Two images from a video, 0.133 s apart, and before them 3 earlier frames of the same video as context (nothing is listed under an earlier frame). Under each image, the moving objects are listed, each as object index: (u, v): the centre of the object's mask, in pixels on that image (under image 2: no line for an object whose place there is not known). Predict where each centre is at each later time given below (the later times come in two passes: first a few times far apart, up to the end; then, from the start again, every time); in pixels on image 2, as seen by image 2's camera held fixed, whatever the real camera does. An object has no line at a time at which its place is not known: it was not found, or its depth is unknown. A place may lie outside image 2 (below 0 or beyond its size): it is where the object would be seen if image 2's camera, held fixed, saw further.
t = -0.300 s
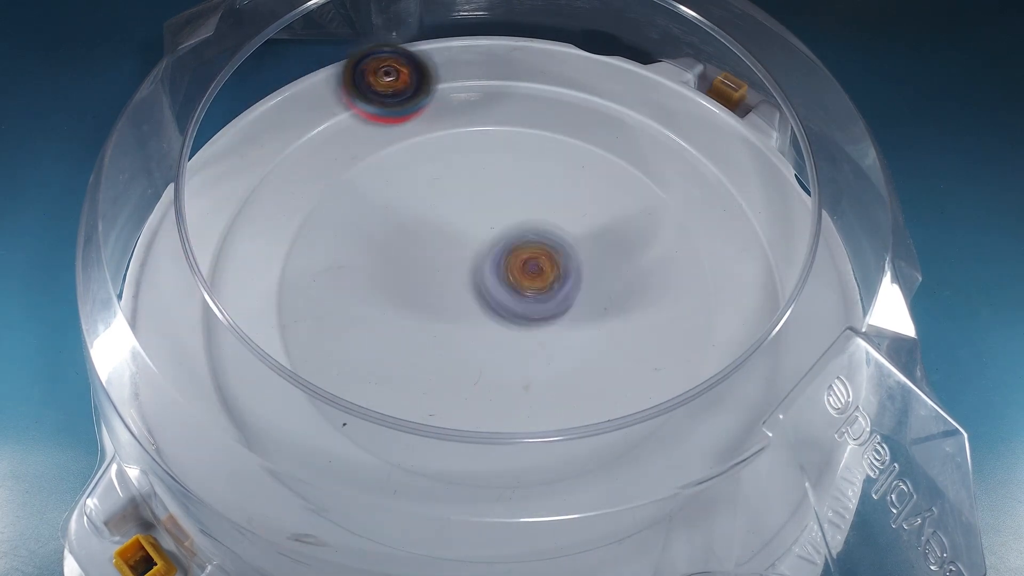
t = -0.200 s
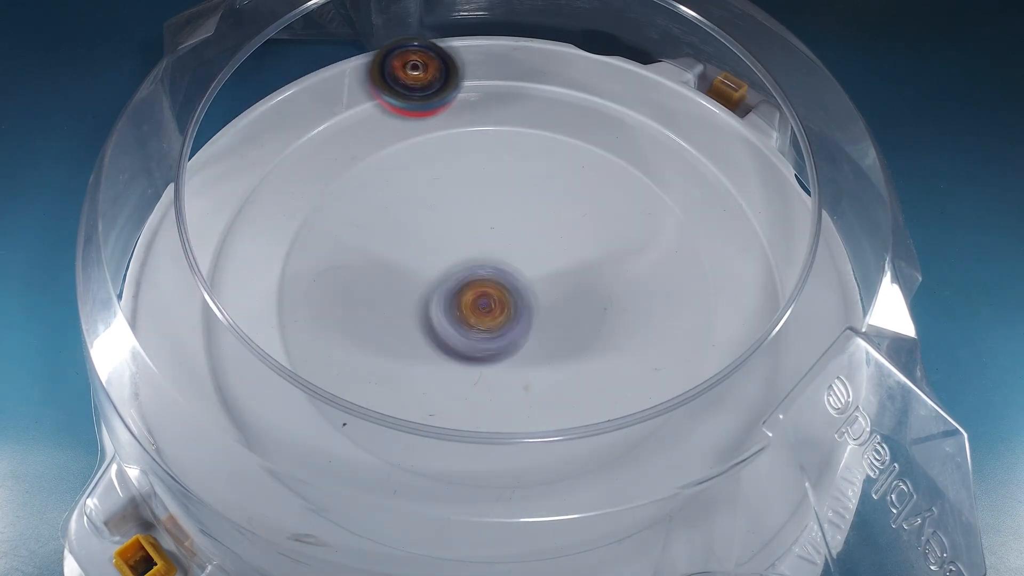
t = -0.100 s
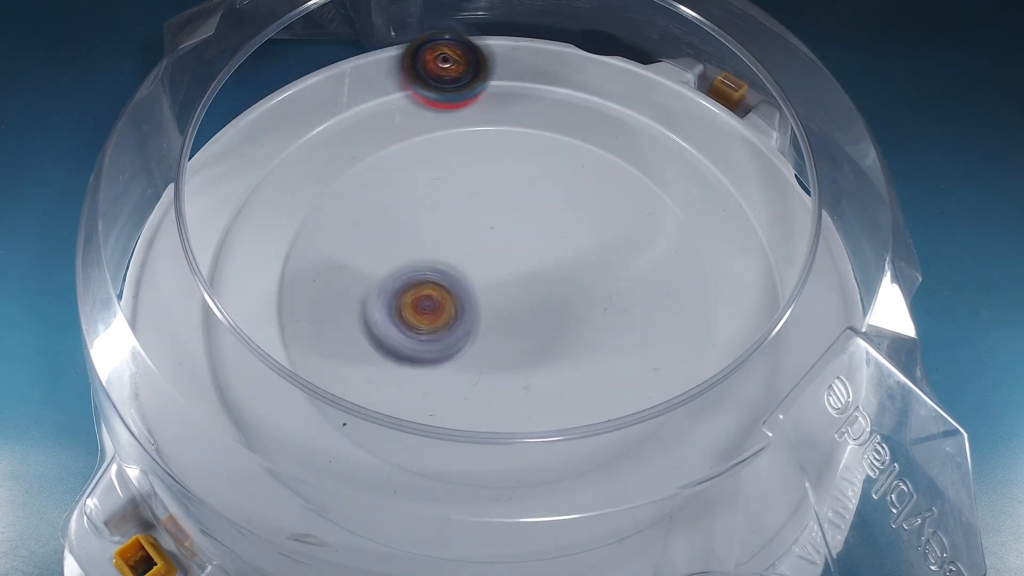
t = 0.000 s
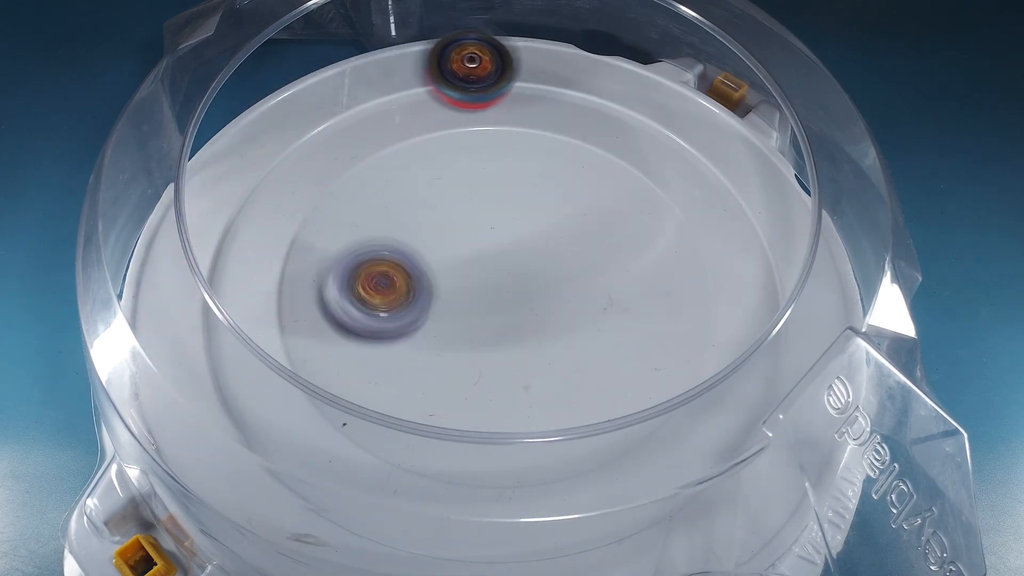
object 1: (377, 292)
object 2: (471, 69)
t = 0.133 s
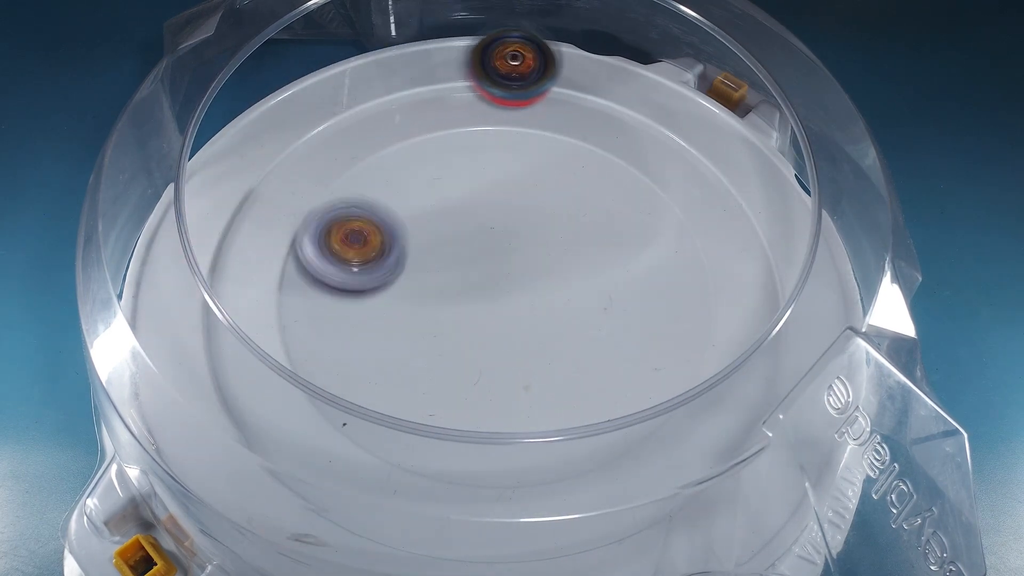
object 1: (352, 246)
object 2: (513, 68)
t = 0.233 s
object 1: (376, 225)
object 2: (537, 71)
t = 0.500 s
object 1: (522, 273)
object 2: (607, 89)
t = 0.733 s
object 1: (513, 364)
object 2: (648, 117)
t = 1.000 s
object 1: (422, 321)
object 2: (630, 168)
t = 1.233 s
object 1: (412, 306)
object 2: (540, 159)
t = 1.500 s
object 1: (385, 316)
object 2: (495, 183)
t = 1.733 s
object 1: (329, 379)
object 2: (531, 186)
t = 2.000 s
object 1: (406, 351)
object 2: (542, 268)
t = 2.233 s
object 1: (474, 345)
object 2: (631, 252)
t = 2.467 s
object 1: (542, 312)
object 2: (603, 219)
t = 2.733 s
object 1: (342, 460)
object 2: (570, 73)
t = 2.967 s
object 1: (302, 463)
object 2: (549, 70)
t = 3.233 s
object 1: (326, 399)
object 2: (558, 83)
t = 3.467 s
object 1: (363, 289)
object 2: (543, 120)
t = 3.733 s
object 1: (366, 308)
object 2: (519, 166)
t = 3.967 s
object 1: (378, 328)
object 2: (502, 229)
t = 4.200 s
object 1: (373, 345)
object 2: (558, 258)
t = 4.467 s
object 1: (419, 340)
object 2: (551, 247)
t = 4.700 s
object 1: (468, 323)
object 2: (530, 242)
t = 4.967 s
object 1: (452, 341)
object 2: (510, 194)
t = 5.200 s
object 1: (474, 363)
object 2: (492, 175)
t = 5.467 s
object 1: (494, 359)
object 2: (484, 184)
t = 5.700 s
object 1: (509, 318)
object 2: (483, 227)
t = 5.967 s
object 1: (507, 340)
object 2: (450, 210)
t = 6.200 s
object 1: (490, 334)
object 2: (454, 234)
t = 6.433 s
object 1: (488, 344)
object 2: (466, 232)
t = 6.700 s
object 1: (485, 336)
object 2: (496, 214)
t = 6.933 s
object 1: (456, 321)
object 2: (527, 234)
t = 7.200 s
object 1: (424, 298)
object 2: (538, 269)
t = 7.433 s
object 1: (406, 285)
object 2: (531, 292)
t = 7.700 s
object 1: (392, 271)
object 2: (514, 293)
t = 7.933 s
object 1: (399, 266)
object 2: (526, 279)
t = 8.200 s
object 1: (413, 248)
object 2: (534, 278)
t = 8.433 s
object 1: (420, 221)
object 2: (533, 285)
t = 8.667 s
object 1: (447, 212)
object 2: (507, 311)
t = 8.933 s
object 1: (463, 220)
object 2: (505, 317)
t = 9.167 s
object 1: (470, 228)
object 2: (498, 310)
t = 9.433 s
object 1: (470, 227)
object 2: (496, 310)
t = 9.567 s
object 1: (471, 227)
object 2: (496, 310)
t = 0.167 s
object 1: (355, 238)
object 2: (521, 69)
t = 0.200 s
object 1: (365, 229)
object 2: (528, 70)
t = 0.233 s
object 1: (376, 225)
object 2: (537, 71)
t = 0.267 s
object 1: (394, 223)
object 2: (547, 71)
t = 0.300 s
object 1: (410, 221)
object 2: (555, 74)
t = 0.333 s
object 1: (431, 224)
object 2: (563, 77)
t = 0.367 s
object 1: (451, 228)
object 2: (571, 79)
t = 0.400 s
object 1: (473, 237)
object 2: (580, 81)
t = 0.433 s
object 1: (492, 246)
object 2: (590, 83)
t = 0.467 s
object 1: (510, 259)
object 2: (599, 86)
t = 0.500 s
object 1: (522, 273)
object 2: (607, 89)
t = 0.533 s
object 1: (533, 288)
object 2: (616, 93)
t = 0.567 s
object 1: (537, 304)
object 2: (624, 96)
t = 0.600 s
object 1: (539, 319)
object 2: (630, 100)
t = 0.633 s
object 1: (537, 333)
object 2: (636, 104)
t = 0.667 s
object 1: (532, 345)
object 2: (641, 108)
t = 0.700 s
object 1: (522, 356)
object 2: (644, 113)
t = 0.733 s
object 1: (513, 364)
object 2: (648, 117)
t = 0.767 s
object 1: (498, 372)
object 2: (651, 123)
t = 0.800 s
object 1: (485, 375)
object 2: (654, 128)
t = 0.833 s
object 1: (469, 375)
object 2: (654, 135)
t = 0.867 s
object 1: (453, 371)
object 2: (655, 141)
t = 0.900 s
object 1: (440, 363)
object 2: (654, 147)
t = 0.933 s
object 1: (430, 352)
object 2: (652, 154)
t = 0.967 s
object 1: (424, 337)
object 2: (645, 161)
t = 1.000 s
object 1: (422, 321)
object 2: (630, 168)
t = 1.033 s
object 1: (425, 303)
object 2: (610, 176)
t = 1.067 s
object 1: (432, 288)
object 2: (585, 182)
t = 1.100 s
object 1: (444, 274)
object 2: (560, 188)
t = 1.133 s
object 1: (454, 263)
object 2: (535, 197)
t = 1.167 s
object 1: (438, 279)
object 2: (539, 178)
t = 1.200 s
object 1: (421, 295)
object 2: (542, 165)
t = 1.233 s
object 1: (412, 306)
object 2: (540, 159)
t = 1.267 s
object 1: (407, 312)
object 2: (532, 156)
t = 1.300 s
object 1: (405, 313)
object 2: (520, 155)
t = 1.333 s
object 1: (406, 310)
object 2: (505, 157)
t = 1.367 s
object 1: (407, 304)
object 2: (492, 165)
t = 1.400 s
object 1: (409, 295)
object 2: (481, 177)
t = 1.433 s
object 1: (414, 285)
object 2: (474, 192)
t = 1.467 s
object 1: (410, 290)
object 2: (478, 195)
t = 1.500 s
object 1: (385, 316)
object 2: (495, 183)
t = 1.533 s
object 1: (369, 341)
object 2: (507, 177)
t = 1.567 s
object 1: (358, 355)
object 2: (515, 176)
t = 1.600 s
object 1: (347, 370)
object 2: (520, 175)
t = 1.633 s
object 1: (339, 376)
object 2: (524, 176)
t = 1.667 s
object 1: (333, 380)
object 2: (528, 177)
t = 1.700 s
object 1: (329, 382)
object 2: (530, 180)
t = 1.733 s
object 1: (329, 379)
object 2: (531, 186)
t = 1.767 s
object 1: (332, 375)
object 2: (531, 195)
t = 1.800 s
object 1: (337, 370)
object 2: (532, 203)
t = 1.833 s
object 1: (347, 360)
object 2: (532, 214)
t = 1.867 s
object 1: (354, 359)
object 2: (533, 224)
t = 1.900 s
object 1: (363, 358)
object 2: (534, 236)
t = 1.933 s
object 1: (375, 355)
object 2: (536, 247)
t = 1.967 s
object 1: (390, 353)
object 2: (538, 258)
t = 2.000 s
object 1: (406, 351)
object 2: (542, 268)
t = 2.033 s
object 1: (422, 348)
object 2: (547, 278)
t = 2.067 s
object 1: (440, 345)
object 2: (552, 287)
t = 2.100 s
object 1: (456, 342)
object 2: (560, 293)
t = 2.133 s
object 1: (456, 345)
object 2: (582, 285)
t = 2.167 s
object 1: (459, 347)
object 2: (605, 273)
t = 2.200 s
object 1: (465, 347)
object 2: (622, 262)
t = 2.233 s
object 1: (474, 345)
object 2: (631, 252)
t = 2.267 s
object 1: (484, 342)
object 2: (638, 245)
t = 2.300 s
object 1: (494, 337)
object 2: (640, 237)
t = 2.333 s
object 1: (505, 332)
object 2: (638, 231)
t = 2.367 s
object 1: (515, 327)
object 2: (632, 225)
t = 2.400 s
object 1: (524, 321)
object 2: (624, 222)
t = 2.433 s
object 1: (533, 317)
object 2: (615, 220)
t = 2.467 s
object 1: (542, 312)
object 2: (603, 219)
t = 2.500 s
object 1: (546, 319)
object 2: (590, 216)
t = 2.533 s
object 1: (496, 386)
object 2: (596, 148)
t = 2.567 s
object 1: (465, 414)
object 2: (592, 122)
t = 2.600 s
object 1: (430, 439)
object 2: (585, 103)
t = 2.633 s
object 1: (399, 445)
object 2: (578, 91)
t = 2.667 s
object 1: (375, 449)
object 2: (577, 79)
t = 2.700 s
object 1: (354, 456)
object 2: (575, 72)
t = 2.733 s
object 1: (342, 460)
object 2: (570, 73)
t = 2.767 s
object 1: (332, 468)
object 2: (559, 77)
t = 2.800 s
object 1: (327, 471)
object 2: (551, 79)
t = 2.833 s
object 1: (323, 475)
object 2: (545, 78)
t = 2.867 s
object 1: (319, 479)
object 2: (543, 77)
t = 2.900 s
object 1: (313, 477)
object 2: (545, 73)
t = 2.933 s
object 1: (305, 469)
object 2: (549, 68)
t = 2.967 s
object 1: (302, 463)
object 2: (549, 70)
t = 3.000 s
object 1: (301, 458)
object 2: (548, 73)
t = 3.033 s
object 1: (301, 454)
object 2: (550, 73)
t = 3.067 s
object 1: (302, 449)
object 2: (552, 73)
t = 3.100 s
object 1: (307, 436)
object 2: (553, 74)
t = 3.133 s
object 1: (310, 428)
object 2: (554, 76)
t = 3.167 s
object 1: (314, 418)
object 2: (556, 78)
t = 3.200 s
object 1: (320, 409)
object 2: (557, 81)
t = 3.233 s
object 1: (326, 399)
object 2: (558, 83)
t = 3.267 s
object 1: (326, 388)
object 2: (558, 86)
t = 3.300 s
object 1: (331, 373)
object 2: (558, 89)
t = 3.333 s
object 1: (340, 350)
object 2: (557, 93)
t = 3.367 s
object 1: (340, 336)
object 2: (556, 97)
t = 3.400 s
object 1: (343, 320)
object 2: (553, 103)
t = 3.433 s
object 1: (353, 304)
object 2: (551, 108)
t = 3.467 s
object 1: (363, 289)
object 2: (543, 120)
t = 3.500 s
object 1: (373, 276)
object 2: (531, 131)
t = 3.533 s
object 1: (384, 263)
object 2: (517, 144)
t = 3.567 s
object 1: (396, 252)
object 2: (503, 153)
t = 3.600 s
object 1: (409, 242)
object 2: (487, 170)
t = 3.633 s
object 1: (403, 248)
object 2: (489, 170)
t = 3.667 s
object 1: (382, 273)
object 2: (504, 164)
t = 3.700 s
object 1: (371, 289)
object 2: (514, 163)
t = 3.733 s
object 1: (366, 308)
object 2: (519, 166)
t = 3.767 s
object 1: (363, 320)
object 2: (520, 171)
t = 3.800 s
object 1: (364, 327)
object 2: (517, 177)
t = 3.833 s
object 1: (367, 334)
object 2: (515, 185)
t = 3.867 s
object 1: (369, 333)
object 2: (512, 193)
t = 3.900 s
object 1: (373, 332)
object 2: (508, 204)
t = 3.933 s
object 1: (375, 330)
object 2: (505, 217)
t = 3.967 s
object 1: (378, 328)
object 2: (502, 229)
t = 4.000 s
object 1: (385, 325)
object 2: (499, 243)
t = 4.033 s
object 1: (389, 323)
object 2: (498, 257)
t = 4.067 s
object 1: (396, 321)
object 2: (498, 270)
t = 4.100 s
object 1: (397, 321)
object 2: (499, 281)
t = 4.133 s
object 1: (389, 331)
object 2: (524, 276)
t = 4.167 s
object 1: (375, 339)
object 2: (543, 266)
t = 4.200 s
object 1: (373, 345)
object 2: (558, 258)
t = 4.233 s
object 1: (373, 348)
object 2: (568, 251)
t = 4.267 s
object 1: (374, 351)
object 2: (573, 247)
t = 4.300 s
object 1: (378, 352)
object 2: (575, 244)
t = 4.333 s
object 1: (382, 352)
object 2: (574, 242)
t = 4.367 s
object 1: (390, 351)
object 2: (572, 241)
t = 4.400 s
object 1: (397, 349)
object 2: (566, 242)
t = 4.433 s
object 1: (406, 345)
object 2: (559, 244)
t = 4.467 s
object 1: (419, 340)
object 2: (551, 247)
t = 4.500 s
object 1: (430, 335)
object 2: (542, 252)
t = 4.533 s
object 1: (442, 329)
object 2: (532, 258)
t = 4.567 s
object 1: (451, 326)
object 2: (530, 261)
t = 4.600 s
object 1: (449, 330)
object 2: (535, 253)
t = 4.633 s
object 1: (454, 329)
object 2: (535, 247)
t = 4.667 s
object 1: (462, 326)
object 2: (534, 244)
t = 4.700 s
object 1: (468, 323)
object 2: (530, 242)
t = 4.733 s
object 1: (470, 329)
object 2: (531, 232)
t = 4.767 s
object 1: (468, 339)
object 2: (535, 217)
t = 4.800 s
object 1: (462, 344)
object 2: (534, 208)
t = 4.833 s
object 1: (458, 348)
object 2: (531, 202)
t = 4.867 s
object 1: (457, 350)
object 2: (526, 197)
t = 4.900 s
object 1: (453, 348)
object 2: (520, 194)
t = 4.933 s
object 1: (451, 346)
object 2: (516, 193)
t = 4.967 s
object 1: (452, 341)
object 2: (510, 194)
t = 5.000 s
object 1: (455, 333)
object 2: (504, 198)
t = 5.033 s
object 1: (456, 325)
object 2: (498, 203)
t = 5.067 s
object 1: (460, 318)
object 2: (492, 211)
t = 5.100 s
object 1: (466, 322)
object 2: (491, 211)
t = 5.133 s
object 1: (470, 341)
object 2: (491, 194)
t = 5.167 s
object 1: (472, 354)
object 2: (492, 183)
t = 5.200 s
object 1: (474, 363)
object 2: (492, 175)
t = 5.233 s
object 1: (476, 369)
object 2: (490, 171)
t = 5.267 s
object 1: (478, 373)
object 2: (489, 167)
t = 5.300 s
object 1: (481, 375)
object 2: (487, 164)
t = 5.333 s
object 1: (485, 375)
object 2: (487, 164)
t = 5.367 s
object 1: (487, 374)
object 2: (485, 165)
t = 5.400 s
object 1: (489, 370)
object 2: (485, 170)
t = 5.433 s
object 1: (491, 366)
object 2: (485, 175)
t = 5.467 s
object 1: (494, 359)
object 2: (484, 184)
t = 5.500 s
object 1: (496, 351)
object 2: (485, 192)
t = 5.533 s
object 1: (498, 342)
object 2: (484, 204)
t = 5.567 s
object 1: (501, 332)
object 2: (486, 215)
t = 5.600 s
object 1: (501, 324)
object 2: (484, 224)
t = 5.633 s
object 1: (506, 324)
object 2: (485, 225)
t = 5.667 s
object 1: (508, 322)
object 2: (484, 227)
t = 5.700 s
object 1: (509, 318)
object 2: (483, 227)
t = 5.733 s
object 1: (516, 328)
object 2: (476, 215)
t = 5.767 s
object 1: (522, 340)
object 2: (471, 204)
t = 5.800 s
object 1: (527, 346)
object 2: (467, 201)
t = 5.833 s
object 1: (527, 349)
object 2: (462, 200)
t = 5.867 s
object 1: (524, 350)
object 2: (458, 199)
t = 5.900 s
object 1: (519, 349)
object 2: (453, 202)
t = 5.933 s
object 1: (513, 345)
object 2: (453, 204)
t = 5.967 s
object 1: (507, 340)
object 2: (450, 210)
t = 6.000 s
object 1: (501, 335)
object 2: (450, 216)
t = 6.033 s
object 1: (496, 329)
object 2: (451, 224)
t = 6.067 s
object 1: (491, 323)
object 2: (453, 232)
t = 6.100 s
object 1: (492, 328)
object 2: (453, 229)
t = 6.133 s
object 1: (495, 334)
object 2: (452, 227)
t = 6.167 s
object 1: (495, 335)
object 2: (453, 230)
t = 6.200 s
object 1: (490, 334)
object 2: (454, 234)
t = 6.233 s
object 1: (488, 339)
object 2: (457, 234)
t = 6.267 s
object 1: (491, 344)
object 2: (458, 229)
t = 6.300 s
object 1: (491, 347)
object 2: (457, 228)
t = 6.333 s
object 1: (492, 348)
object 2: (458, 226)
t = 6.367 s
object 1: (492, 349)
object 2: (461, 227)
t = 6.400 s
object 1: (491, 348)
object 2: (463, 228)
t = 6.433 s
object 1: (488, 344)
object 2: (466, 232)
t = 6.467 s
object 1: (485, 338)
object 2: (470, 235)
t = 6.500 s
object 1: (485, 340)
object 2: (476, 234)
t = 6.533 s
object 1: (489, 345)
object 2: (480, 225)
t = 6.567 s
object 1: (491, 348)
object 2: (485, 219)
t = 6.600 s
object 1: (488, 348)
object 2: (487, 218)
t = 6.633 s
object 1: (485, 347)
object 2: (488, 216)
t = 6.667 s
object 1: (485, 343)
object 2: (493, 215)
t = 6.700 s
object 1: (485, 336)
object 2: (496, 214)
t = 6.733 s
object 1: (484, 330)
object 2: (500, 216)
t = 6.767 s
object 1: (481, 326)
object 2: (504, 219)
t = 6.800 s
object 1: (477, 320)
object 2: (506, 223)
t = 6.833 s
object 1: (472, 322)
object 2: (513, 224)
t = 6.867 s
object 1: (467, 322)
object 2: (520, 224)
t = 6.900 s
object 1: (461, 321)
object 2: (525, 228)
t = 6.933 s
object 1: (456, 321)
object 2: (527, 234)
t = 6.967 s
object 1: (451, 316)
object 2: (528, 238)
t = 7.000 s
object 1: (446, 309)
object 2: (530, 244)
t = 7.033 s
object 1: (440, 307)
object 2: (531, 249)
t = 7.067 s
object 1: (430, 309)
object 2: (536, 252)
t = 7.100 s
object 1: (424, 309)
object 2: (539, 258)
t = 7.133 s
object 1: (422, 305)
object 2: (539, 261)
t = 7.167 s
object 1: (425, 301)
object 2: (538, 264)
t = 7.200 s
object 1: (424, 298)
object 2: (538, 269)
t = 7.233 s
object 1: (420, 297)
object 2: (537, 273)
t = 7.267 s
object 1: (417, 292)
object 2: (536, 278)
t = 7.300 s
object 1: (420, 288)
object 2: (533, 282)
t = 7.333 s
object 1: (413, 291)
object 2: (533, 284)
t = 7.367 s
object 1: (403, 290)
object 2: (537, 288)
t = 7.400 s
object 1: (404, 287)
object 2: (534, 292)
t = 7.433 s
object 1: (406, 285)
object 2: (531, 292)
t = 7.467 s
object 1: (405, 283)
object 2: (530, 293)
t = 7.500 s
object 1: (405, 279)
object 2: (526, 294)
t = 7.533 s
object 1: (406, 279)
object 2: (520, 295)
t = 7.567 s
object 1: (399, 281)
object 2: (520, 295)
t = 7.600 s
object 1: (398, 276)
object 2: (515, 295)
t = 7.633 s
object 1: (400, 274)
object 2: (509, 293)
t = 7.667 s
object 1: (394, 275)
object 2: (510, 291)
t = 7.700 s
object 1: (392, 271)
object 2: (514, 293)
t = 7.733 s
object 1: (393, 273)
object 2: (512, 290)
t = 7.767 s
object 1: (396, 272)
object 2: (513, 286)
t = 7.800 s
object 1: (402, 268)
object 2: (515, 284)
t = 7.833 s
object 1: (406, 269)
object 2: (514, 281)
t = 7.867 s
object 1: (397, 269)
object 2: (521, 280)
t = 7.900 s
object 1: (399, 267)
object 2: (526, 279)
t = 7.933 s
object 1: (399, 266)
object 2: (526, 279)
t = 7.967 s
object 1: (401, 263)
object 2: (524, 276)
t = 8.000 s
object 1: (405, 261)
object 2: (526, 273)
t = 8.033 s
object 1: (405, 261)
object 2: (529, 273)
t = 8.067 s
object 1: (412, 258)
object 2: (528, 273)
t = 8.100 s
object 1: (420, 255)
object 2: (529, 271)
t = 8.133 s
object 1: (423, 253)
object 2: (528, 273)
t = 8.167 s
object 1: (423, 253)
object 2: (525, 276)
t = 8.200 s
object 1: (413, 248)
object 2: (534, 278)
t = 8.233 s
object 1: (406, 240)
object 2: (543, 285)
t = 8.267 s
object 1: (407, 233)
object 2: (541, 289)
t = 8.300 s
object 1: (405, 230)
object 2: (537, 289)
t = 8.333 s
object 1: (408, 227)
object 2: (535, 286)
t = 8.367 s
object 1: (409, 224)
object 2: (536, 285)
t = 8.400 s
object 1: (416, 222)
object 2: (536, 285)
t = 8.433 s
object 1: (420, 221)
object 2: (533, 285)
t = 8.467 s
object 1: (429, 221)
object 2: (528, 286)
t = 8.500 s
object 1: (432, 221)
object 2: (520, 285)
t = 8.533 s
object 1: (439, 222)
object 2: (516, 284)
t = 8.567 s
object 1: (442, 218)
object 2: (515, 290)
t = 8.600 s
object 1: (439, 215)
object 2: (516, 301)
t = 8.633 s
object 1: (444, 212)
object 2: (511, 309)
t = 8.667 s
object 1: (447, 212)
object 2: (507, 311)
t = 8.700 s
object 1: (452, 214)
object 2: (506, 309)
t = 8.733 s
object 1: (459, 214)
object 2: (506, 309)
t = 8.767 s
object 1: (467, 221)
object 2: (508, 308)
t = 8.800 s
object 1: (470, 223)
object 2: (509, 308)
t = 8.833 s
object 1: (469, 227)
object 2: (508, 307)
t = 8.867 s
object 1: (465, 222)
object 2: (507, 316)
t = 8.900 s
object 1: (463, 219)
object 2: (506, 318)
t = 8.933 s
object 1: (463, 220)
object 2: (505, 317)
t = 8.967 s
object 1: (462, 224)
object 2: (502, 313)
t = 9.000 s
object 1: (463, 229)
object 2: (497, 309)
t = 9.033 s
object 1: (466, 229)
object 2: (494, 311)
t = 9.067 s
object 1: (471, 227)
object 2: (494, 311)
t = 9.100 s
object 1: (472, 227)
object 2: (496, 311)
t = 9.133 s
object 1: (471, 227)
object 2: (498, 310)
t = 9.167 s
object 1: (470, 228)
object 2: (498, 310)
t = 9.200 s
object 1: (469, 227)
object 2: (497, 310)
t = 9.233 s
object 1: (469, 228)
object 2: (497, 310)
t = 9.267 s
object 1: (469, 228)
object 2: (497, 310)
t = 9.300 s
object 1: (469, 227)
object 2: (497, 310)
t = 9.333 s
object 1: (469, 227)
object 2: (497, 310)
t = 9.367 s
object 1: (469, 227)
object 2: (497, 310)
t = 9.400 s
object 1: (470, 227)
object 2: (497, 310)
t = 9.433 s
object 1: (470, 227)
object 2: (496, 310)
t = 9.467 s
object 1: (471, 227)
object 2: (496, 310)
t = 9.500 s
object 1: (471, 227)
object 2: (496, 310)
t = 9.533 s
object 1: (471, 227)
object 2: (496, 310)
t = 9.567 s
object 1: (471, 227)
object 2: (496, 310)
